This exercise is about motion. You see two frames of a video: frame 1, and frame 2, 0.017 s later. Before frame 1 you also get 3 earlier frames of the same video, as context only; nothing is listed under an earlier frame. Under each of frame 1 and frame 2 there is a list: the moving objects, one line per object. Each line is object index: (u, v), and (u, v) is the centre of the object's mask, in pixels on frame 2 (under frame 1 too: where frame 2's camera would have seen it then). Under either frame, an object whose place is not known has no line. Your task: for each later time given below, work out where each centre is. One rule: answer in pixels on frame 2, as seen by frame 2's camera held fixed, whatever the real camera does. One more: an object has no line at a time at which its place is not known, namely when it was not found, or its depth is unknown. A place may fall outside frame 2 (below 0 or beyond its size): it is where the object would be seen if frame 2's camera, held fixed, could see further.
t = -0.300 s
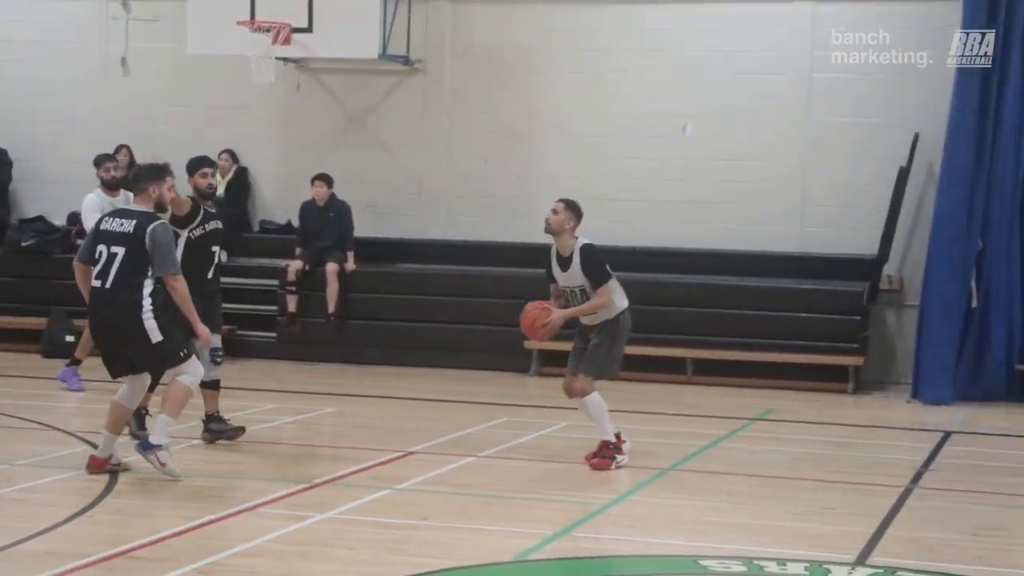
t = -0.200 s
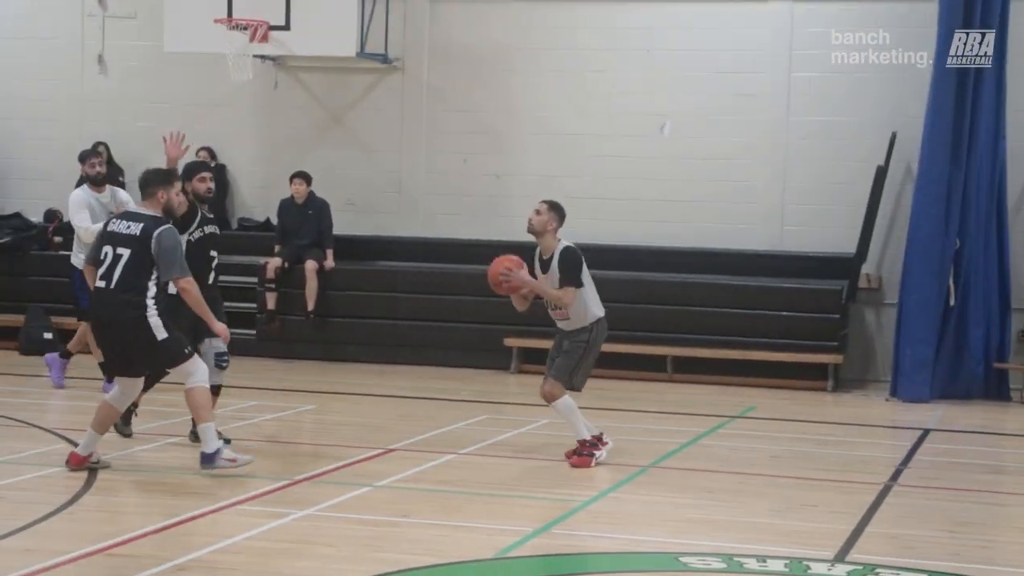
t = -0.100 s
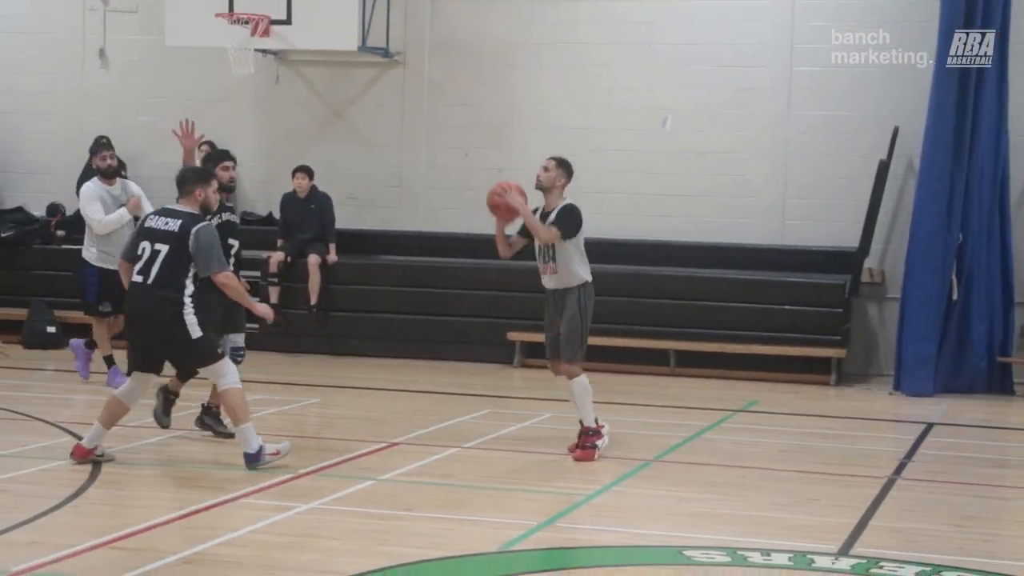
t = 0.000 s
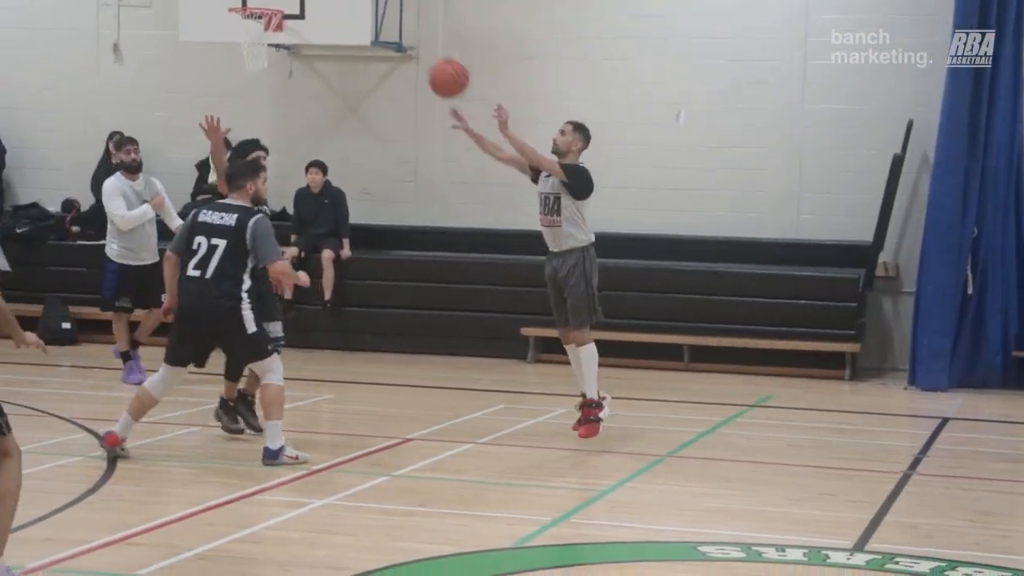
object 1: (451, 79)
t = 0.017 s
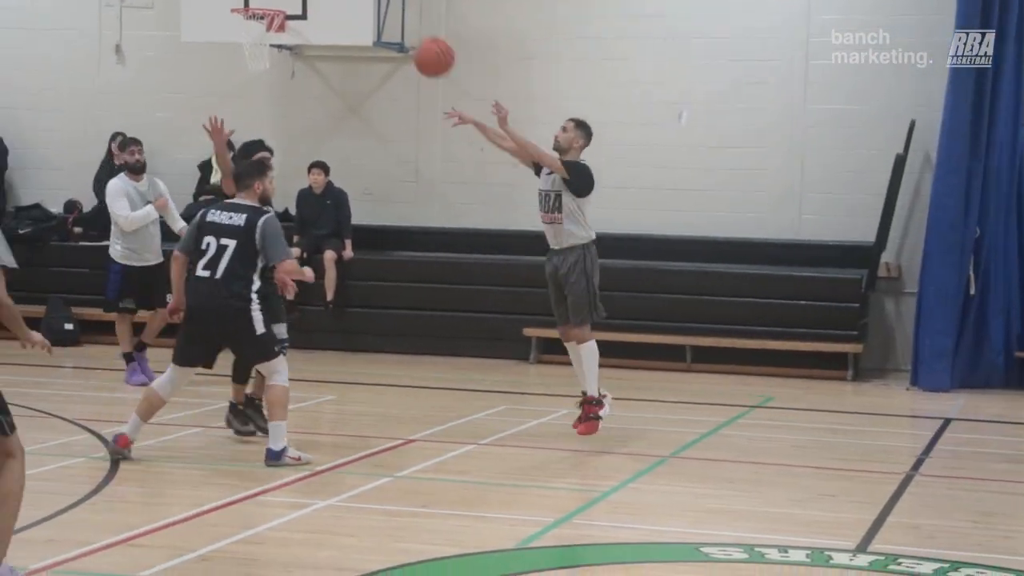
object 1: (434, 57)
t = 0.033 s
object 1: (417, 36)
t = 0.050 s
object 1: (400, 15)
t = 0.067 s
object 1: (382, 3)
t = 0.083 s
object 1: (365, -8)
